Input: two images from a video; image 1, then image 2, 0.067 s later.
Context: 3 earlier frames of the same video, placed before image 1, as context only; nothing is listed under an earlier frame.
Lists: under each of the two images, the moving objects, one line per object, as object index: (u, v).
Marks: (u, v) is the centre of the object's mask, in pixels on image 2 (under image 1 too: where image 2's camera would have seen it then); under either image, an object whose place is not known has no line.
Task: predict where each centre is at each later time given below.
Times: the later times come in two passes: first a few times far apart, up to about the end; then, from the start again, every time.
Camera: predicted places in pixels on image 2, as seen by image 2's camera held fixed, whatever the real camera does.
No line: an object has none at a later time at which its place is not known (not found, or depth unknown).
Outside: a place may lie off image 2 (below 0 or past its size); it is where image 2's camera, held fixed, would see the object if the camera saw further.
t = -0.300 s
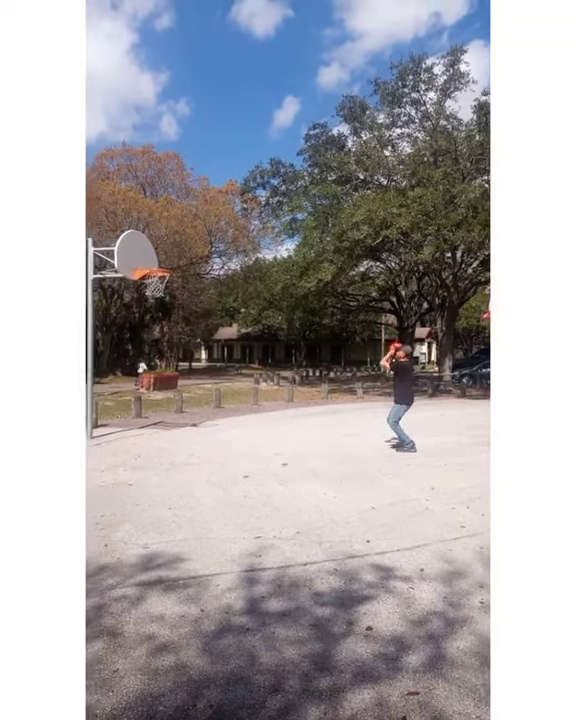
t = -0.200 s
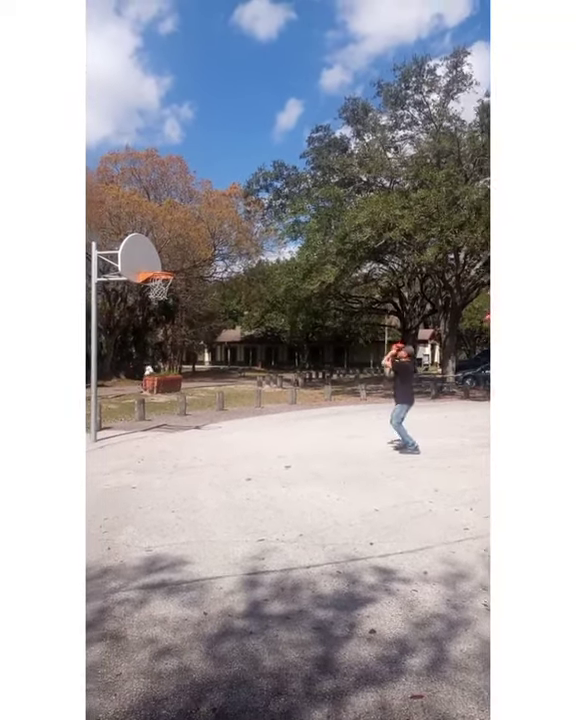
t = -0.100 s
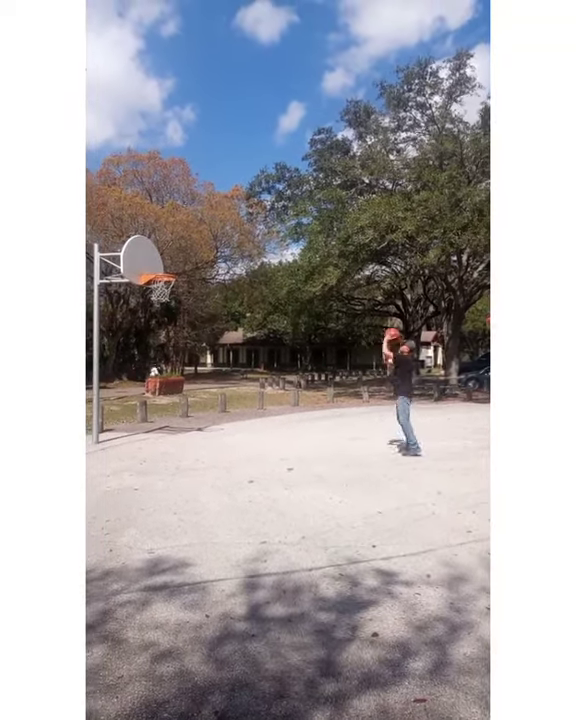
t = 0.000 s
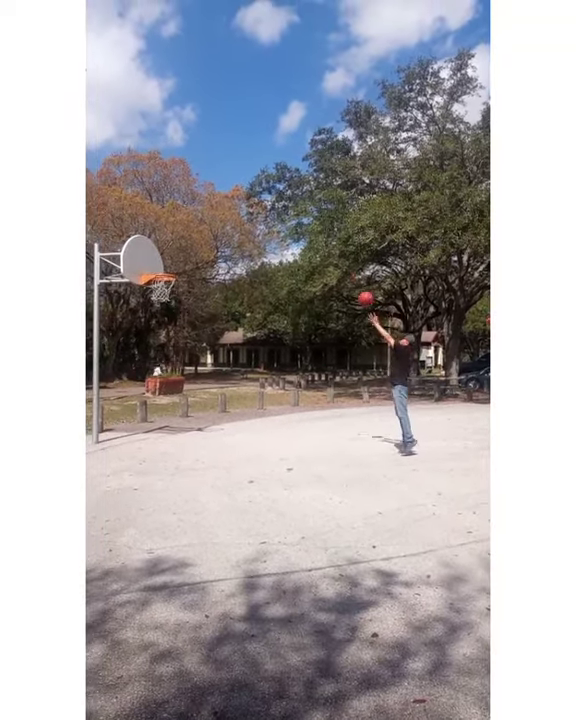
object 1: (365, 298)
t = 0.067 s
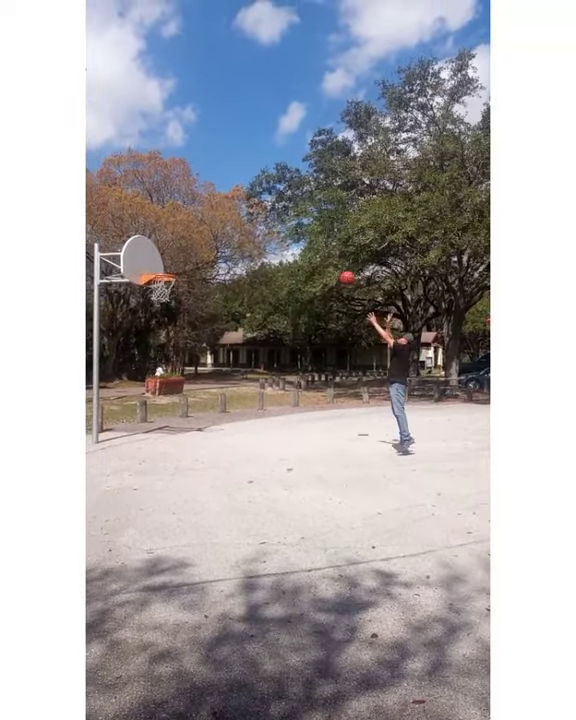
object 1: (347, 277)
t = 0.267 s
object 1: (294, 233)
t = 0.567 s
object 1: (221, 215)
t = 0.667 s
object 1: (197, 222)
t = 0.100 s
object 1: (338, 268)
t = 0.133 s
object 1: (328, 260)
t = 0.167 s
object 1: (320, 251)
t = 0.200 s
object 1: (311, 245)
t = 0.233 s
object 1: (302, 239)
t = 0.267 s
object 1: (294, 233)
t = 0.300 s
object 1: (285, 230)
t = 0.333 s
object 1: (277, 225)
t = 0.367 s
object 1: (269, 221)
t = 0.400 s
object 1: (260, 218)
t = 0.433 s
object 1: (248, 215)
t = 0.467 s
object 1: (243, 214)
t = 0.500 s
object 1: (236, 215)
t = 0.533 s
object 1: (228, 215)
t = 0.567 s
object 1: (221, 215)
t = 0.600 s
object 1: (211, 217)
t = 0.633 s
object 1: (204, 219)
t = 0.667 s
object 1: (197, 222)
